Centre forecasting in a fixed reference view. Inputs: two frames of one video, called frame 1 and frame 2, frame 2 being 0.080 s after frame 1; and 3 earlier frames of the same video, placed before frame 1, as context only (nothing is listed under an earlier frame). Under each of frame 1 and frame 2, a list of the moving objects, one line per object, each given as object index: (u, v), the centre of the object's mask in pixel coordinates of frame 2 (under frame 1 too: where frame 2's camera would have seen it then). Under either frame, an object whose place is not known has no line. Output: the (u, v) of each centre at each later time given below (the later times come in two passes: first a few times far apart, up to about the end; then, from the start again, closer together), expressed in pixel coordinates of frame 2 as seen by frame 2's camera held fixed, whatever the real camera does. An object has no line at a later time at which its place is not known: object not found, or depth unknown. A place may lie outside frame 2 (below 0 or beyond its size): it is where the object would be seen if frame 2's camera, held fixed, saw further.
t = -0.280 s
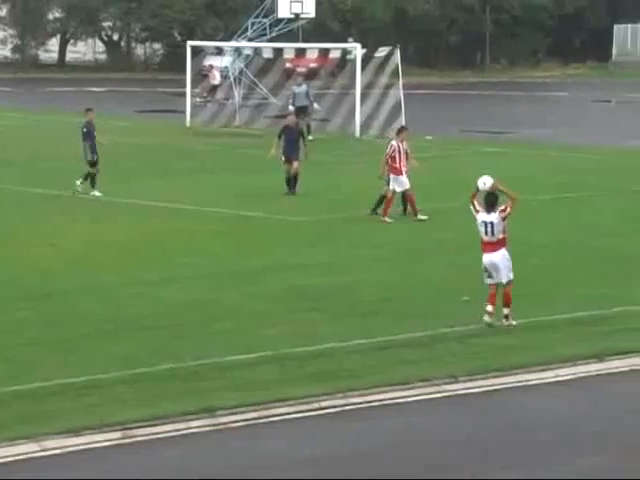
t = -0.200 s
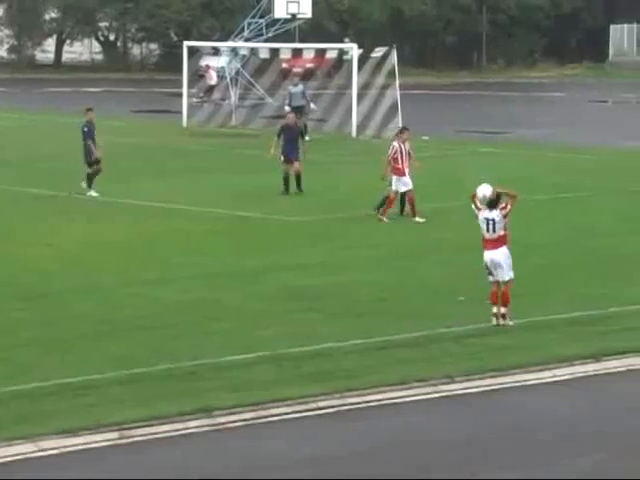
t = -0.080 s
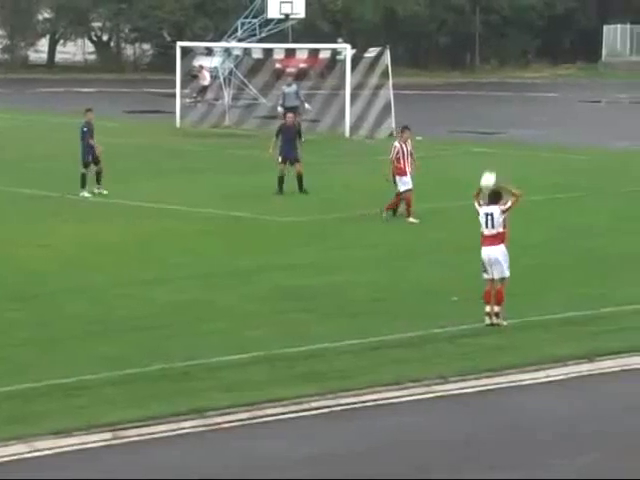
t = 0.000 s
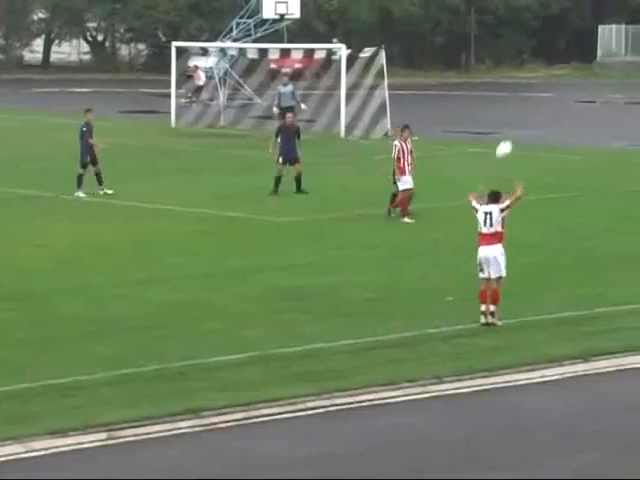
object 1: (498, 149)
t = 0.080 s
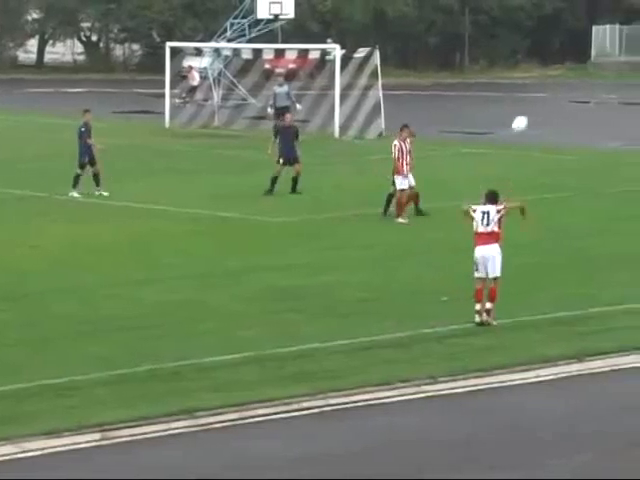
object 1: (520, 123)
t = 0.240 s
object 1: (561, 89)
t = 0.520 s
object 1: (628, 79)
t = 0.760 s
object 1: (681, 109)
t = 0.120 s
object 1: (530, 113)
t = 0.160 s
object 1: (540, 104)
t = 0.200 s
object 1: (551, 96)
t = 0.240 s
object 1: (561, 89)
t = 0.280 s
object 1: (572, 84)
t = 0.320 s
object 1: (581, 81)
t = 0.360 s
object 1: (591, 78)
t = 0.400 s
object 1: (600, 77)
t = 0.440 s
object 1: (610, 77)
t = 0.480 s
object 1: (619, 77)
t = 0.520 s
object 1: (628, 79)
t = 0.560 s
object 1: (638, 81)
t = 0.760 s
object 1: (681, 109)
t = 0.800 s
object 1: (690, 117)
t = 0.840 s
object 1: (698, 126)
